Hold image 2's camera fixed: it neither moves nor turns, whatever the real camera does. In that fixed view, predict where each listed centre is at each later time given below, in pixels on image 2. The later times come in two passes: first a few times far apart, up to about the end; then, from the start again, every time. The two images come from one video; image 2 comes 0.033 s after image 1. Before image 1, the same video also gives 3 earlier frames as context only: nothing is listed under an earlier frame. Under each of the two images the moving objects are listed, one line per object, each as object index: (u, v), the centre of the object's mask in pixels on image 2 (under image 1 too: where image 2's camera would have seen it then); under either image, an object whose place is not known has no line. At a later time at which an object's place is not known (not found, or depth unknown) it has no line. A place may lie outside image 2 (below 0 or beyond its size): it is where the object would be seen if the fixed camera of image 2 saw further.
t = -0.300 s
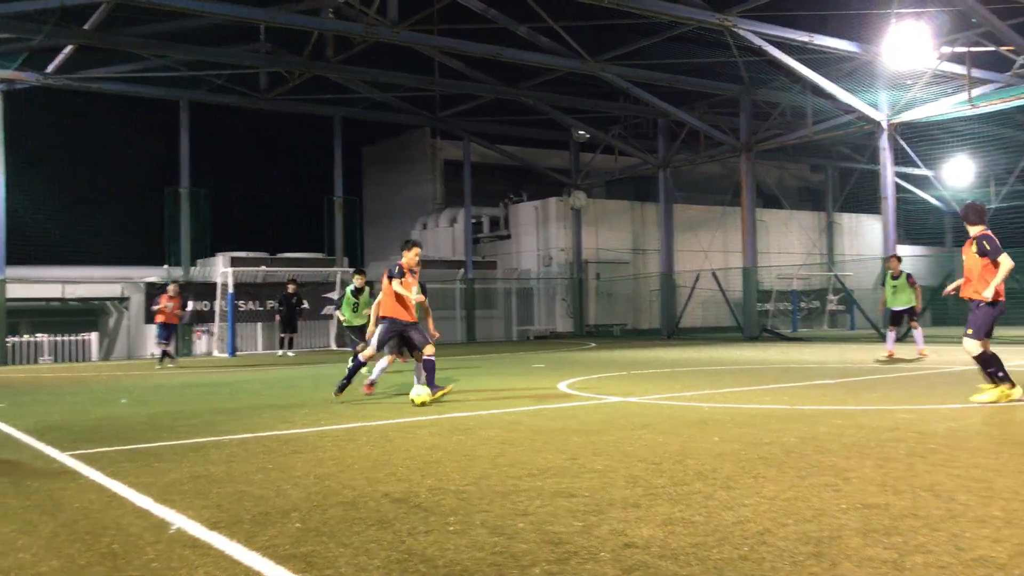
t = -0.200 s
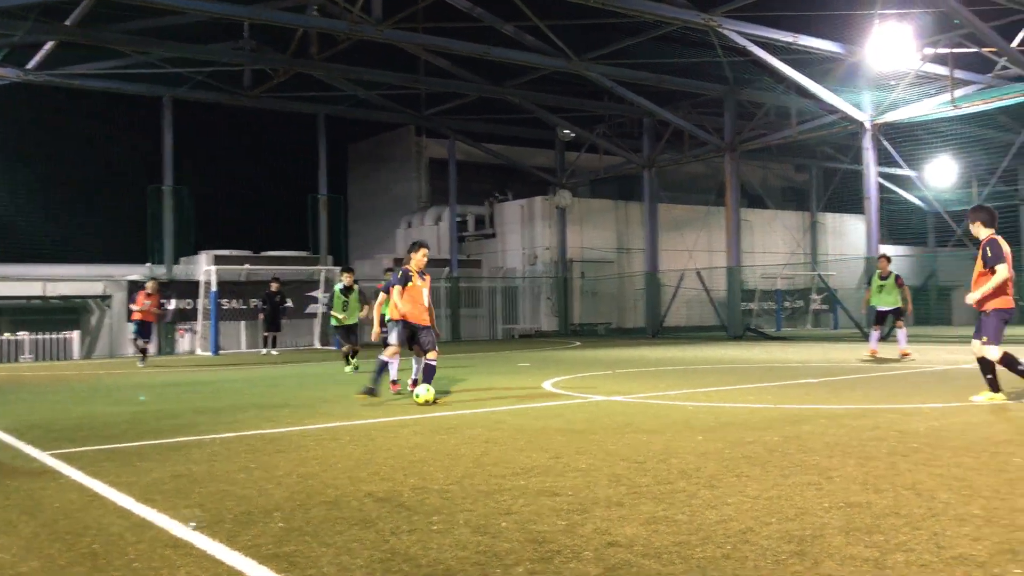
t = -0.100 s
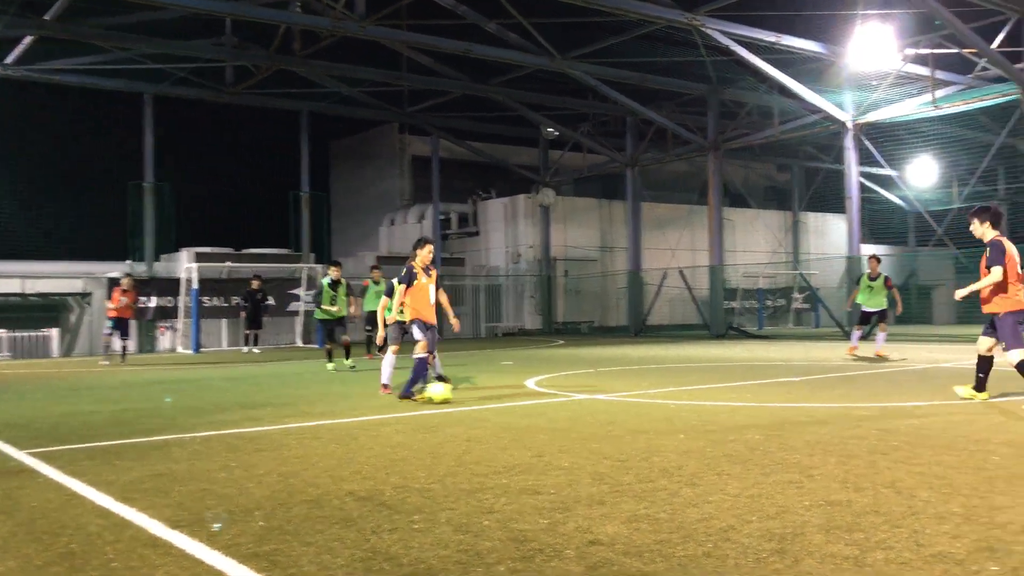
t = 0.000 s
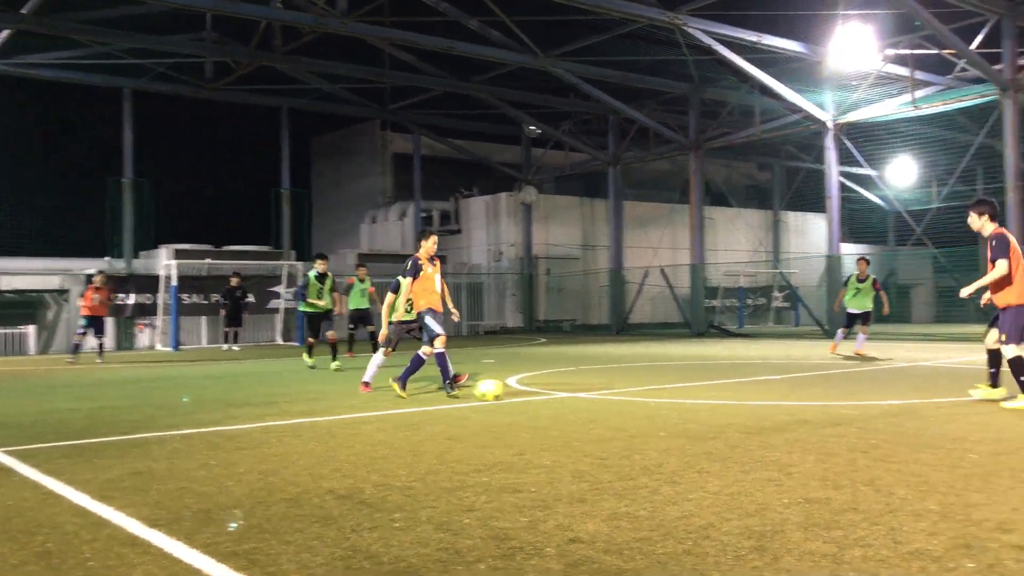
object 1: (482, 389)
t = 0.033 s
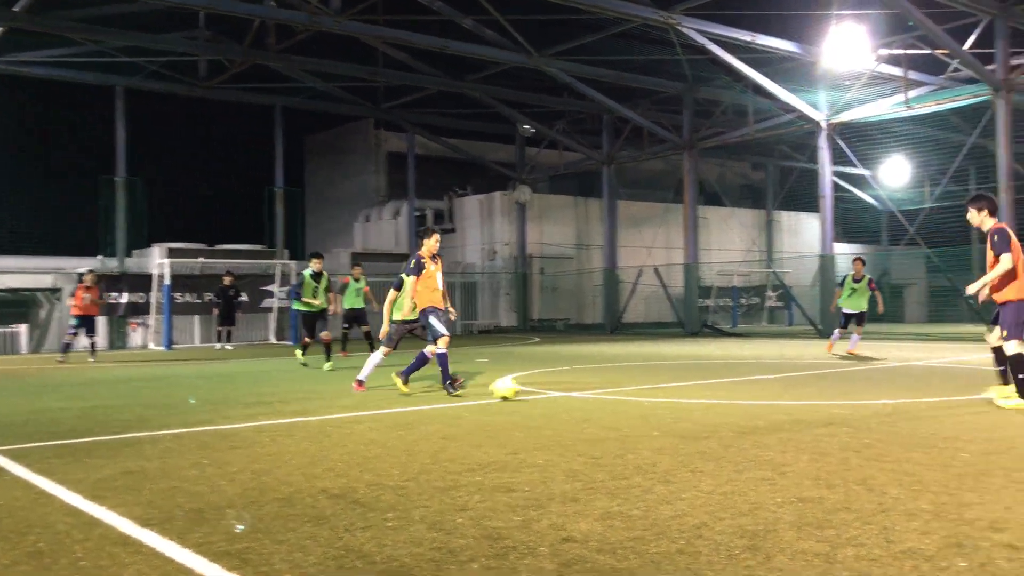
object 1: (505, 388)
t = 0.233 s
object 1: (625, 388)
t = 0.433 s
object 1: (726, 389)
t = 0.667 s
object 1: (842, 388)
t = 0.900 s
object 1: (963, 389)
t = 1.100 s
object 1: (1069, 390)
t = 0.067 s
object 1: (526, 389)
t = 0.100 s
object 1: (547, 388)
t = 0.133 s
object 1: (568, 388)
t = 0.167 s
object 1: (587, 388)
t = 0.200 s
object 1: (606, 388)
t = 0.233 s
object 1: (625, 388)
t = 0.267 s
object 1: (643, 388)
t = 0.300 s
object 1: (660, 388)
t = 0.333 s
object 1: (677, 388)
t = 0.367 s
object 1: (693, 388)
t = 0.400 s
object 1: (710, 388)
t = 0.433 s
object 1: (726, 389)
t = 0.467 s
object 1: (743, 389)
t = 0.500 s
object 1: (759, 388)
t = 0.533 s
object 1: (775, 388)
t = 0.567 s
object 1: (792, 389)
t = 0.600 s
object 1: (810, 389)
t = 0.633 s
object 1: (826, 389)
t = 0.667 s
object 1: (842, 388)
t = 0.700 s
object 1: (860, 389)
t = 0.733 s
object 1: (877, 389)
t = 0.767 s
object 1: (894, 389)
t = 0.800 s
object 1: (911, 388)
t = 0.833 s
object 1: (928, 388)
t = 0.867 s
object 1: (946, 389)
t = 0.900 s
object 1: (963, 389)
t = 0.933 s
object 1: (981, 389)
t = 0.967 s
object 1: (998, 389)
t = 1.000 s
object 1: (1016, 389)
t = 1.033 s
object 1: (1034, 389)
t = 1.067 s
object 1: (1052, 389)
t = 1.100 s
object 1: (1069, 390)
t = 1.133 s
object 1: (1086, 389)
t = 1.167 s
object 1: (1103, 389)
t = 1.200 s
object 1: (1121, 390)
